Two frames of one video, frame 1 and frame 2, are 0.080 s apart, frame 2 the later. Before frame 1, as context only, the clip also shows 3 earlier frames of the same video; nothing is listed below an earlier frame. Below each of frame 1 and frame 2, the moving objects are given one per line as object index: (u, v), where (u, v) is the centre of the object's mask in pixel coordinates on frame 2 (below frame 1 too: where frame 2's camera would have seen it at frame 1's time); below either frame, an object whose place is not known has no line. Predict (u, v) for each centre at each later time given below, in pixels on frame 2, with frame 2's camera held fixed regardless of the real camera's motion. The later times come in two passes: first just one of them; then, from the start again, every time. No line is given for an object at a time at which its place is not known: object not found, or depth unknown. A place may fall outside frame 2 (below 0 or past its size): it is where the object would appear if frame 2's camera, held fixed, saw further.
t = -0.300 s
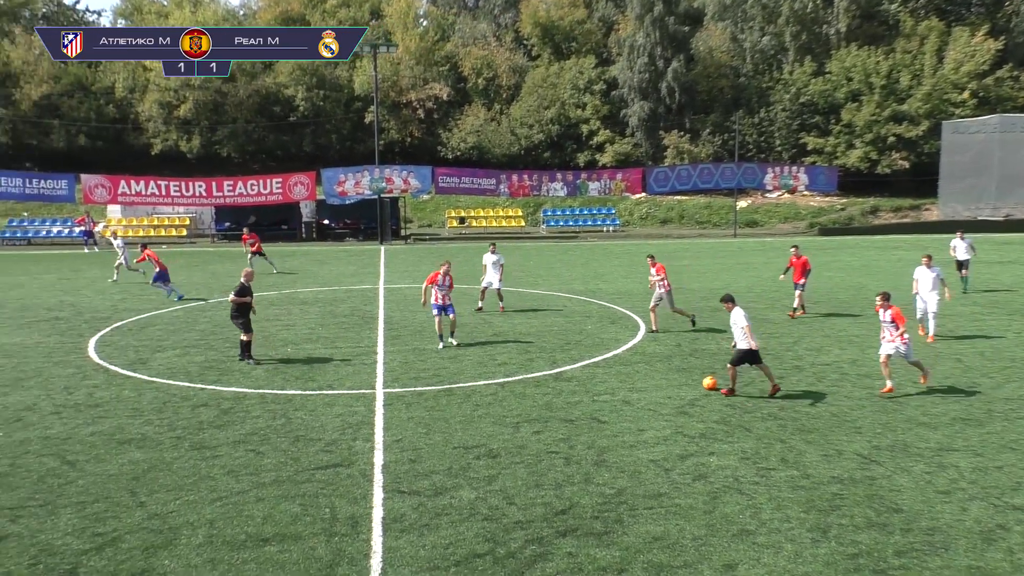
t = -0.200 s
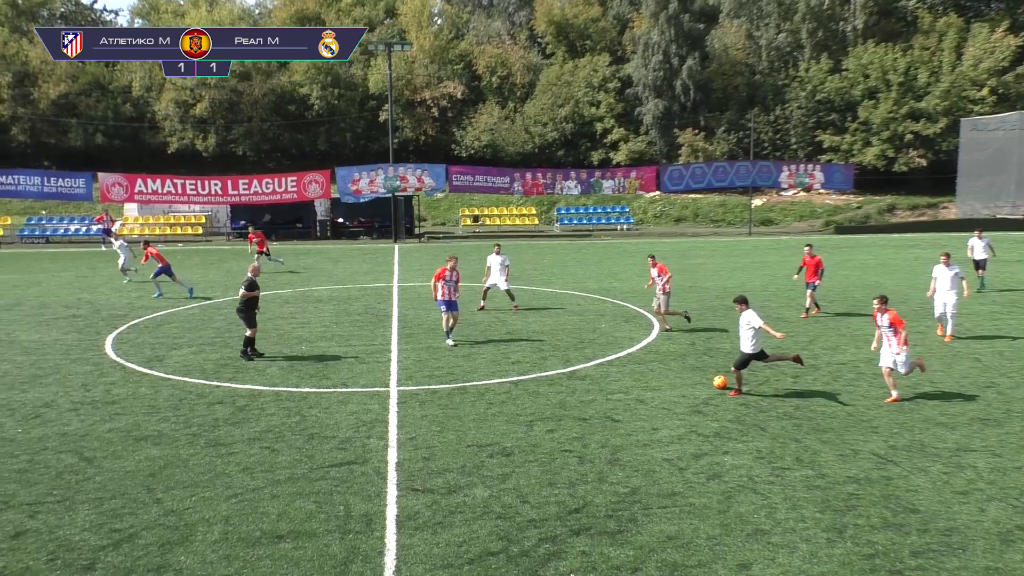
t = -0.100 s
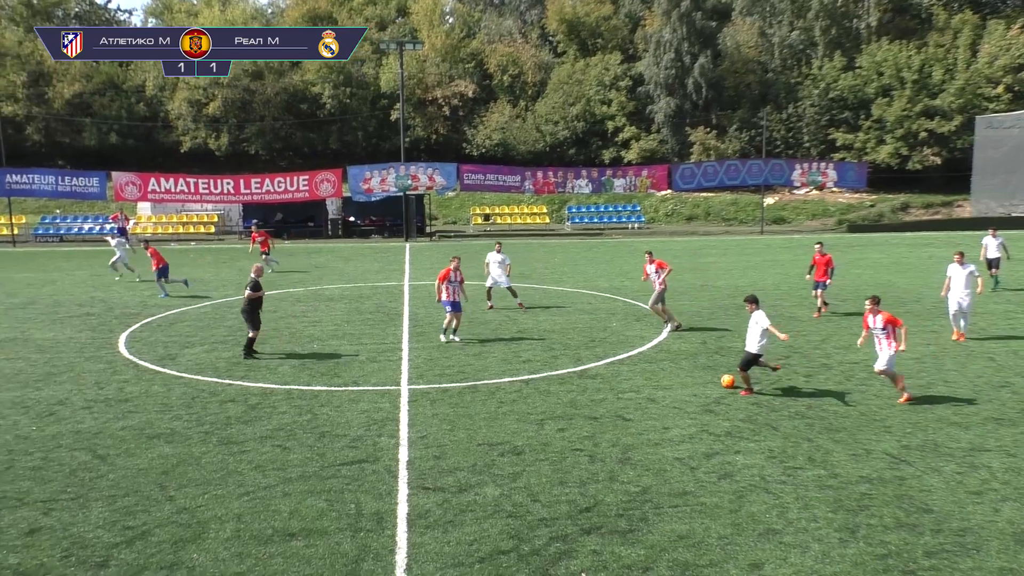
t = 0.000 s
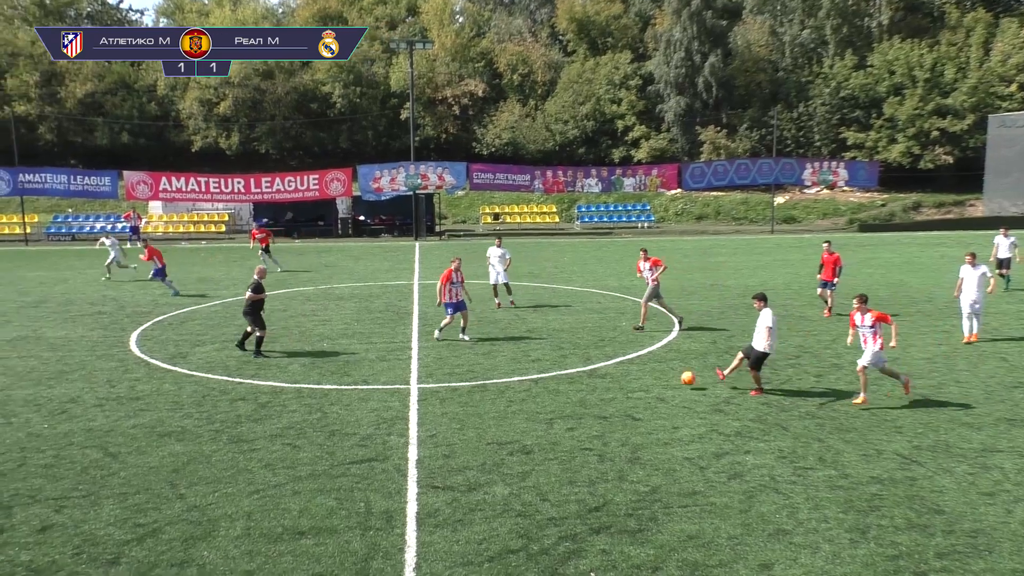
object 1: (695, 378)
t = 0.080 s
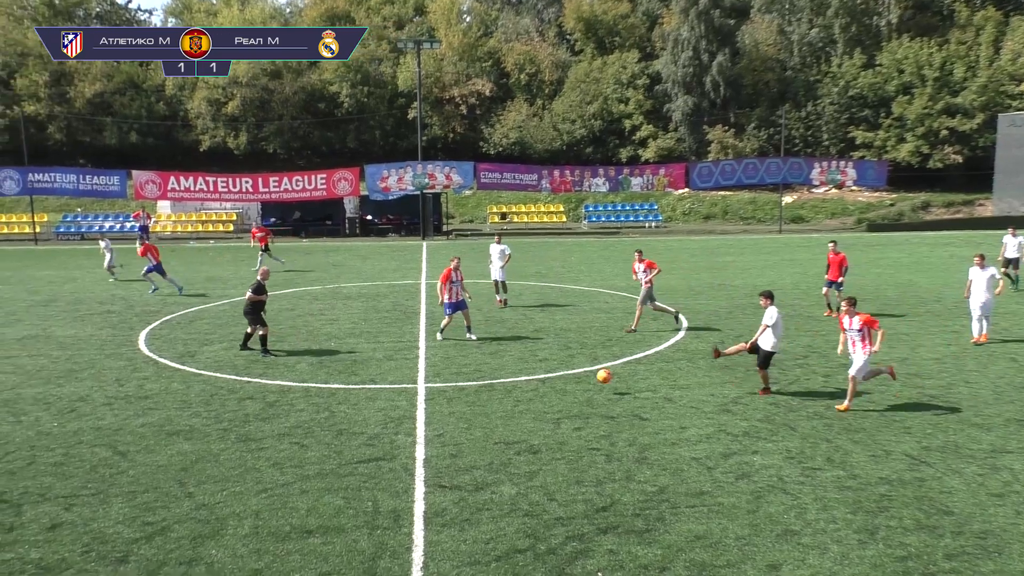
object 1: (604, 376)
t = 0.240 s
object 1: (418, 388)
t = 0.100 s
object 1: (581, 377)
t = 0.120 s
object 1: (558, 377)
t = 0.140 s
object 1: (535, 378)
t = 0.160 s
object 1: (512, 379)
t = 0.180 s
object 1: (488, 381)
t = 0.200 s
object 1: (465, 383)
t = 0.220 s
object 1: (441, 386)
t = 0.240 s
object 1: (418, 388)
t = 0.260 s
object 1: (394, 391)
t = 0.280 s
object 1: (371, 394)
